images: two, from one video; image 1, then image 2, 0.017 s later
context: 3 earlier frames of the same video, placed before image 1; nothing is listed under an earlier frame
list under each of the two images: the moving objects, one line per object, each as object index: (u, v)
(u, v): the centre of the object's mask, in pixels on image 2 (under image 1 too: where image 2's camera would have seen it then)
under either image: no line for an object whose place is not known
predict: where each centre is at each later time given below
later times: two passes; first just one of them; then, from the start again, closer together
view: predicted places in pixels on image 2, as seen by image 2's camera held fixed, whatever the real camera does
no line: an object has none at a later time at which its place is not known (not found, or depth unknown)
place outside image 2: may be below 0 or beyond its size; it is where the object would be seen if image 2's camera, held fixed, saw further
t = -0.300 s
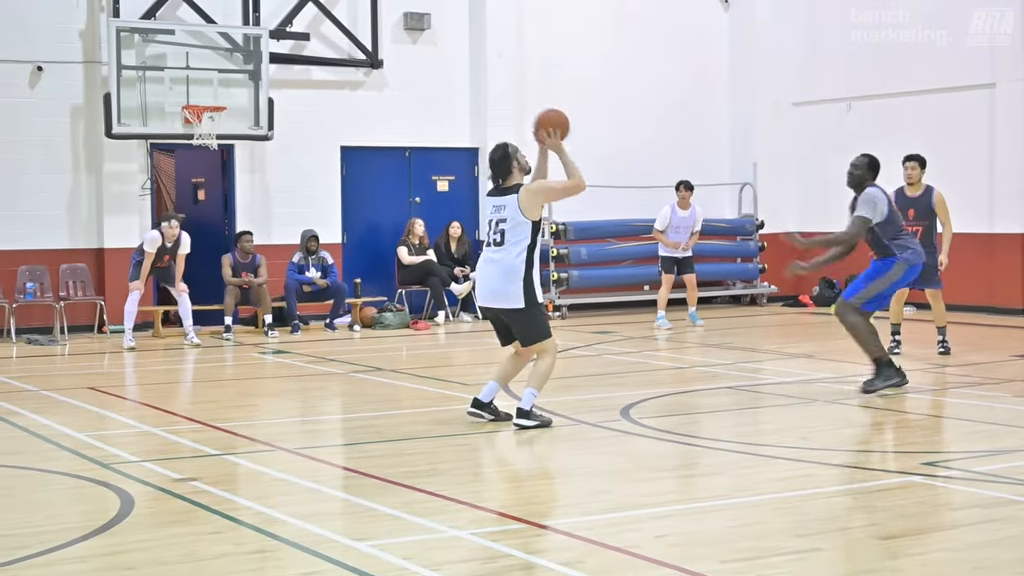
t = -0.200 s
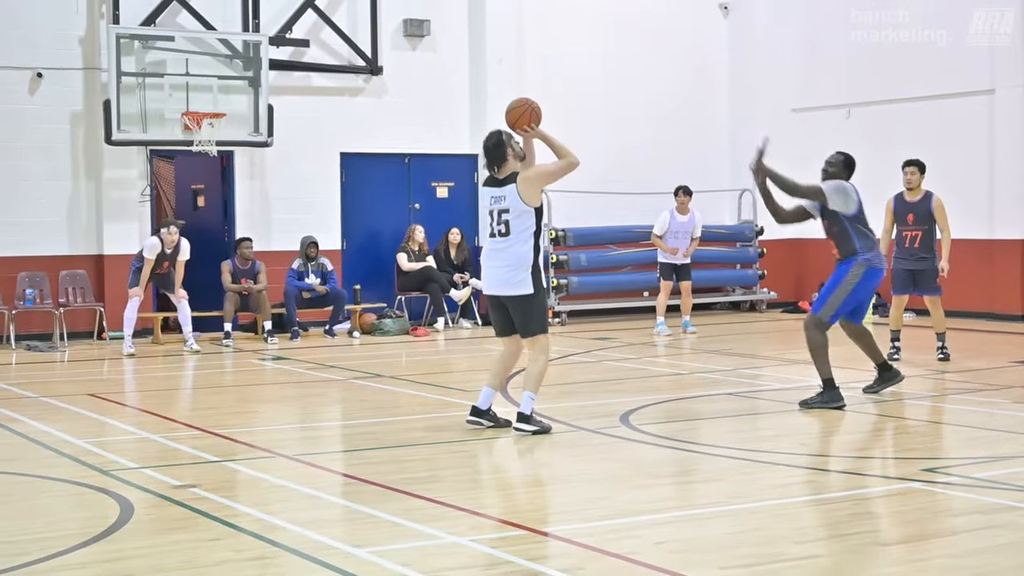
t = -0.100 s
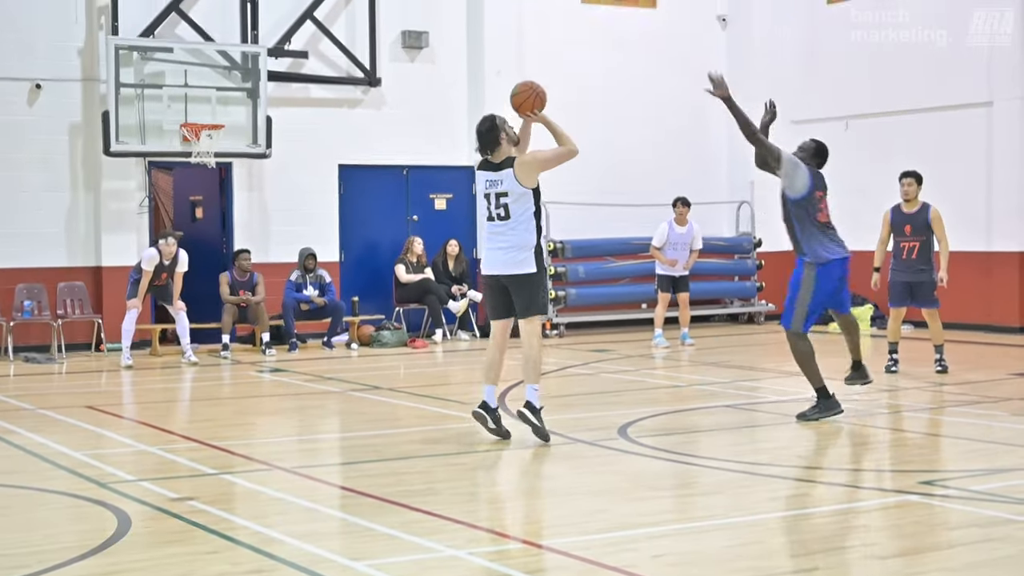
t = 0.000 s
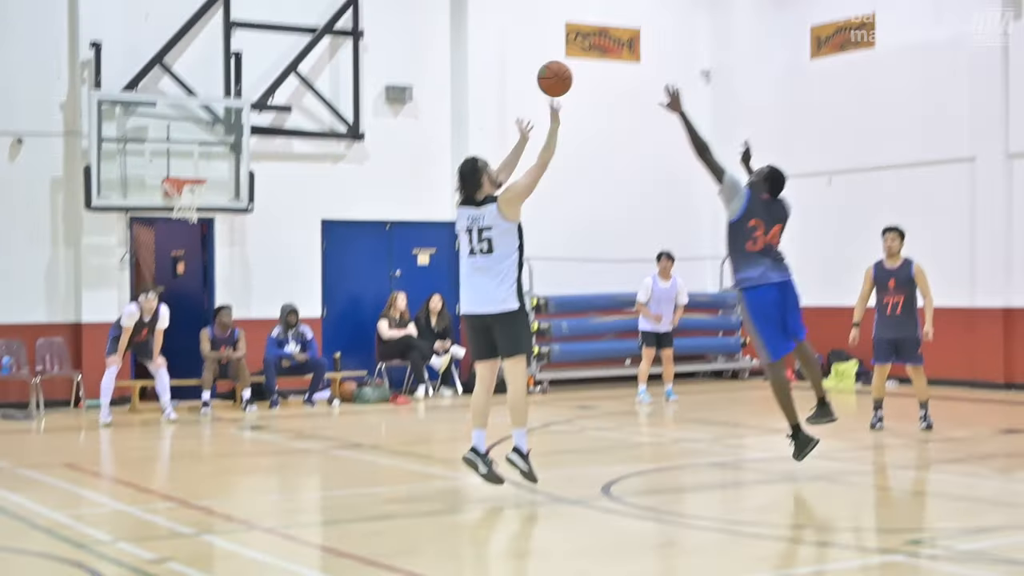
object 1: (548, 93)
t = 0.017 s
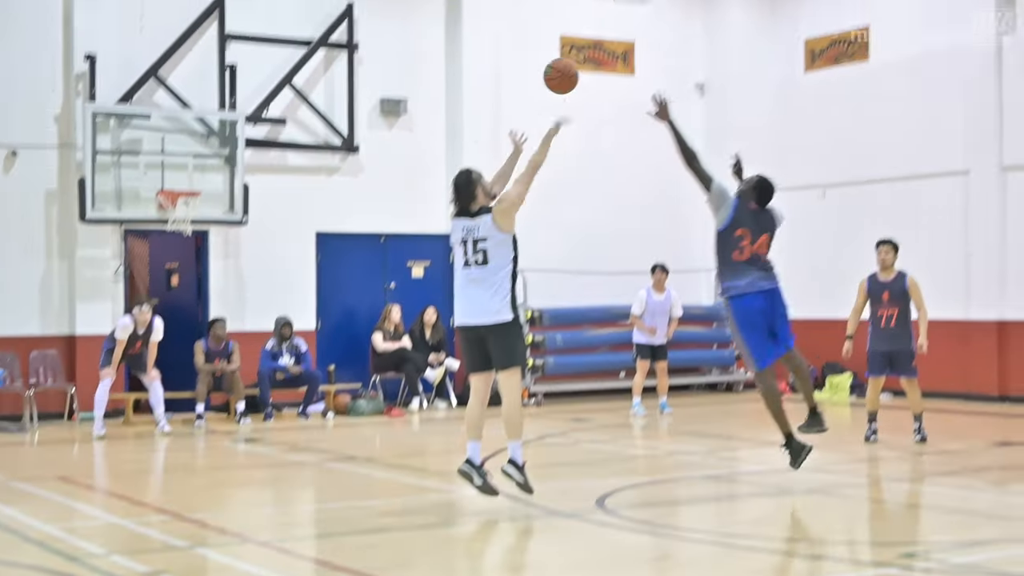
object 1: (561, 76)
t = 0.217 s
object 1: (699, -74)
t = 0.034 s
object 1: (573, 58)
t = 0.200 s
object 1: (689, -64)
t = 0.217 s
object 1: (699, -74)
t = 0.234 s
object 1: (709, -83)
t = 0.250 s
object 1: (720, -91)
